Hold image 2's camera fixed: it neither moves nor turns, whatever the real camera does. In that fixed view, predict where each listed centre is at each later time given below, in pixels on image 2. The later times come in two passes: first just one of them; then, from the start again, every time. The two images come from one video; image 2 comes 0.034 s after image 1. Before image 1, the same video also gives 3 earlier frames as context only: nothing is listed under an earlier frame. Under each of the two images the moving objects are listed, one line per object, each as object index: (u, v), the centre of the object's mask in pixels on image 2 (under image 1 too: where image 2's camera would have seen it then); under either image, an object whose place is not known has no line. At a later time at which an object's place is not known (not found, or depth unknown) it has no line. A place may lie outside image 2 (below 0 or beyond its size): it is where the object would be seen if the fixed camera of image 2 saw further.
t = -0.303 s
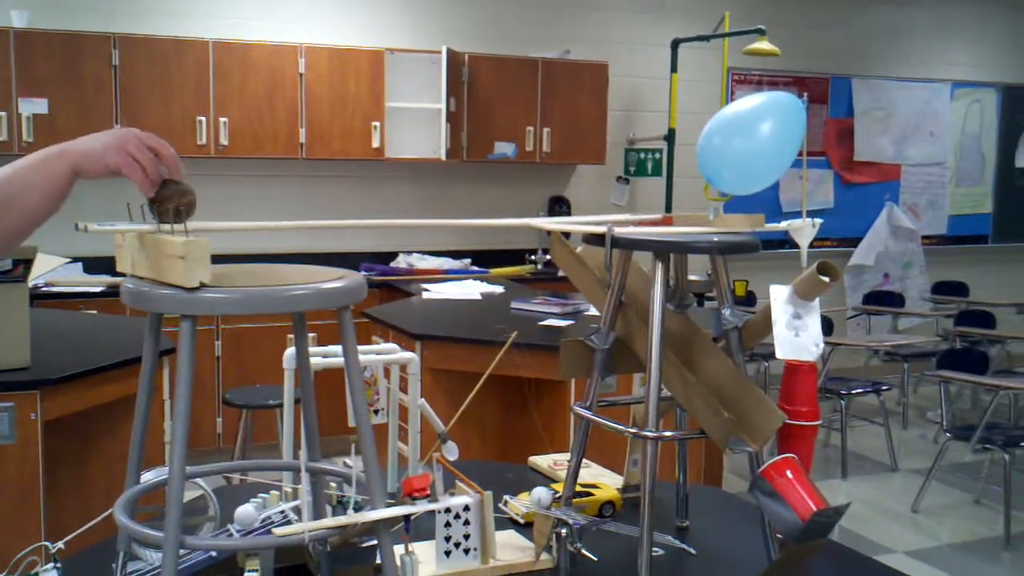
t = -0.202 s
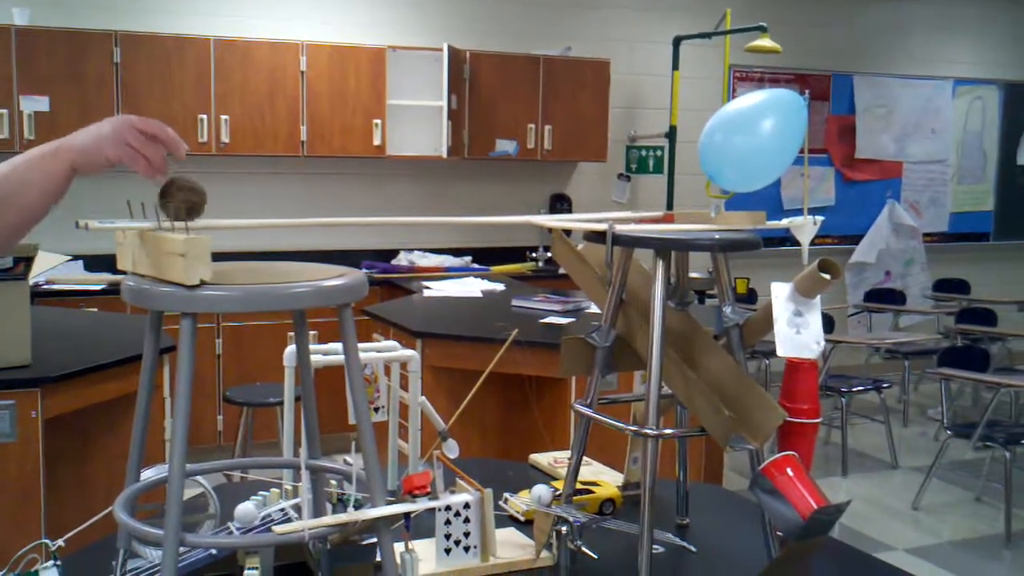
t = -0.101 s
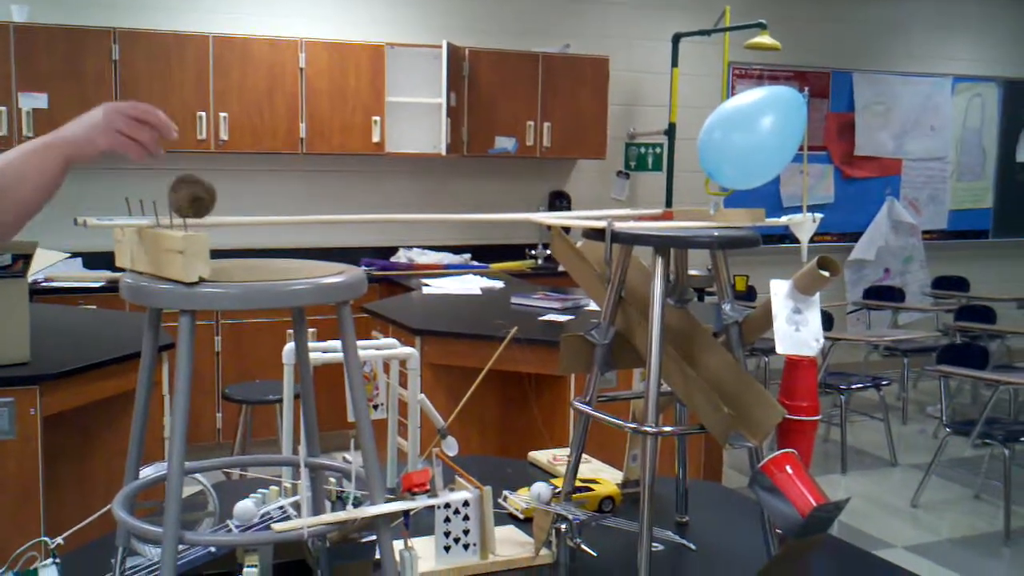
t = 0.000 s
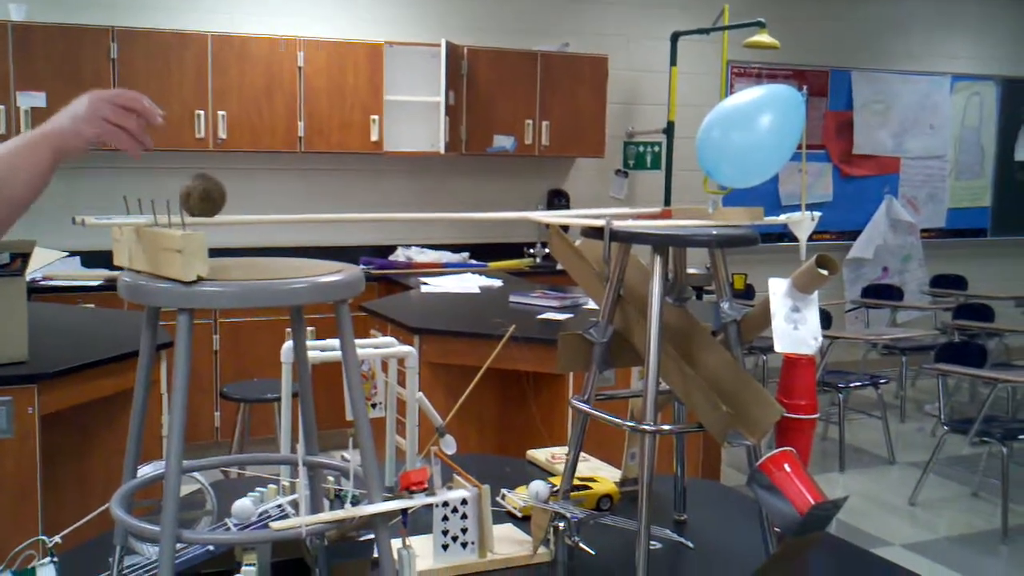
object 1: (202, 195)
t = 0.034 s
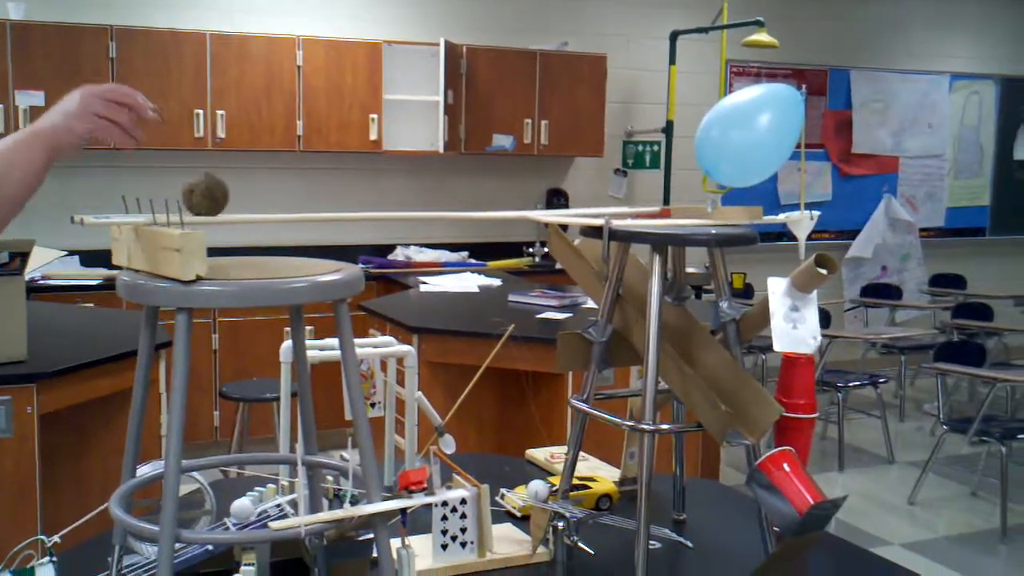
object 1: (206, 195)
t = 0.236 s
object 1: (233, 195)
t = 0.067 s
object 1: (210, 195)
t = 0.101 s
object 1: (214, 195)
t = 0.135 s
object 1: (219, 194)
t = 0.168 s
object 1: (224, 194)
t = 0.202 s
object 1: (228, 195)
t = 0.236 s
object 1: (233, 195)
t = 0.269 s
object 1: (238, 195)
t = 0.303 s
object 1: (243, 195)
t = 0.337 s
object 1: (248, 195)
